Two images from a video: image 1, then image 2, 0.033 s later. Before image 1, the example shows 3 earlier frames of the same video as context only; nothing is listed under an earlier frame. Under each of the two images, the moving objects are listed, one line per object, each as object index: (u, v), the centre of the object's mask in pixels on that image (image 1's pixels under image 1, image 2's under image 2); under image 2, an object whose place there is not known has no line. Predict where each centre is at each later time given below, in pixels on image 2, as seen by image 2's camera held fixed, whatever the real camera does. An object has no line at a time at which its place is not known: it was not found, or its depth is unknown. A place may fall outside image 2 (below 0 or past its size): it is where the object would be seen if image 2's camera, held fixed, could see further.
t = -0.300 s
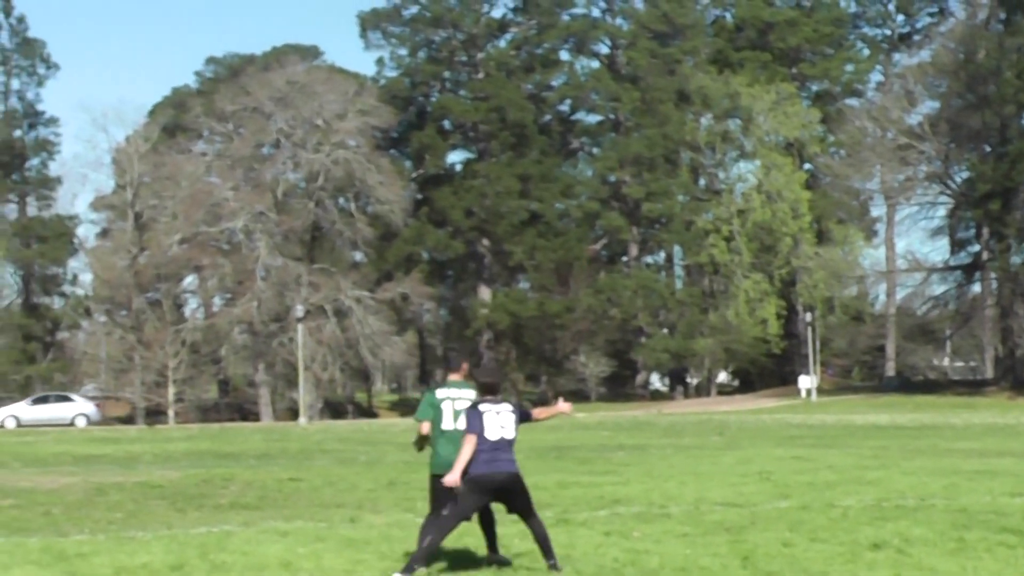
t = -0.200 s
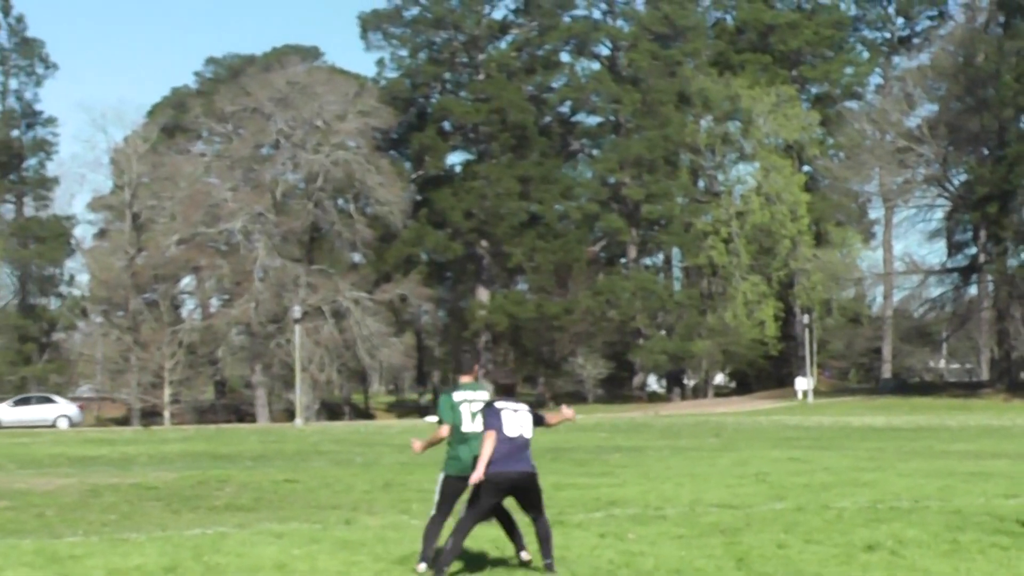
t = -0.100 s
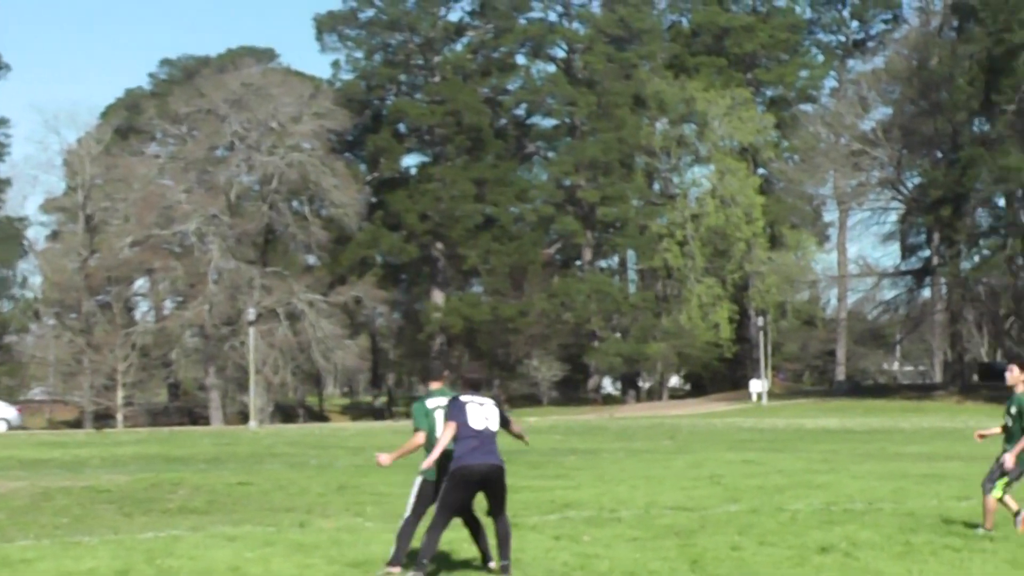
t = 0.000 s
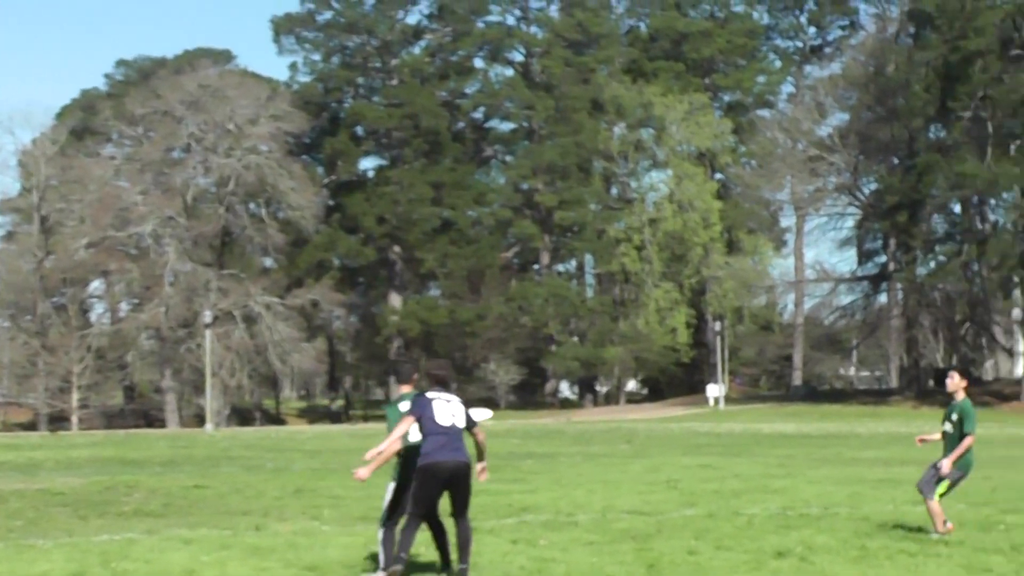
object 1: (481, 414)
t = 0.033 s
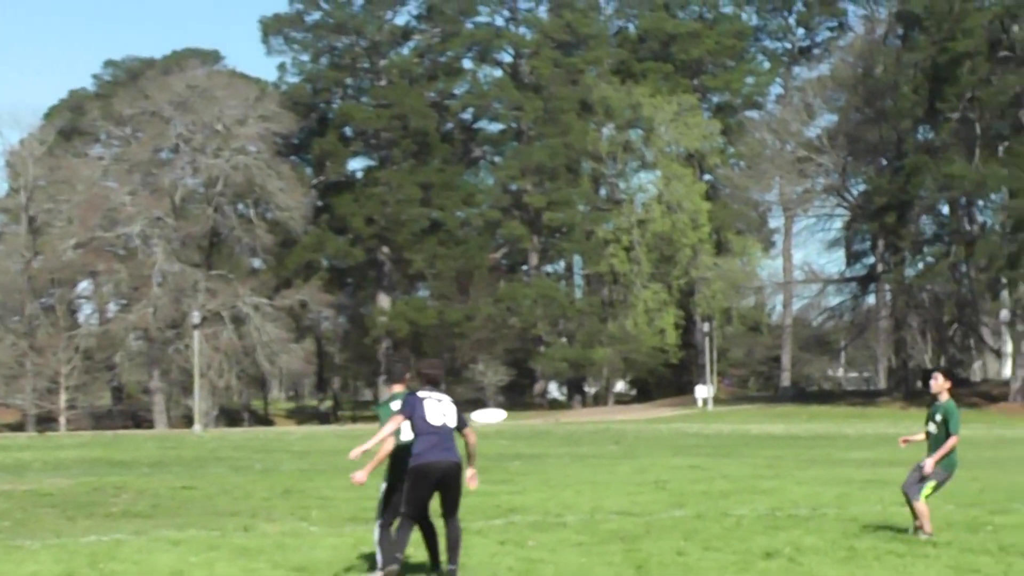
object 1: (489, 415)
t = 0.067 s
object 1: (514, 415)
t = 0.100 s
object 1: (538, 415)
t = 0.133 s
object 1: (561, 416)
